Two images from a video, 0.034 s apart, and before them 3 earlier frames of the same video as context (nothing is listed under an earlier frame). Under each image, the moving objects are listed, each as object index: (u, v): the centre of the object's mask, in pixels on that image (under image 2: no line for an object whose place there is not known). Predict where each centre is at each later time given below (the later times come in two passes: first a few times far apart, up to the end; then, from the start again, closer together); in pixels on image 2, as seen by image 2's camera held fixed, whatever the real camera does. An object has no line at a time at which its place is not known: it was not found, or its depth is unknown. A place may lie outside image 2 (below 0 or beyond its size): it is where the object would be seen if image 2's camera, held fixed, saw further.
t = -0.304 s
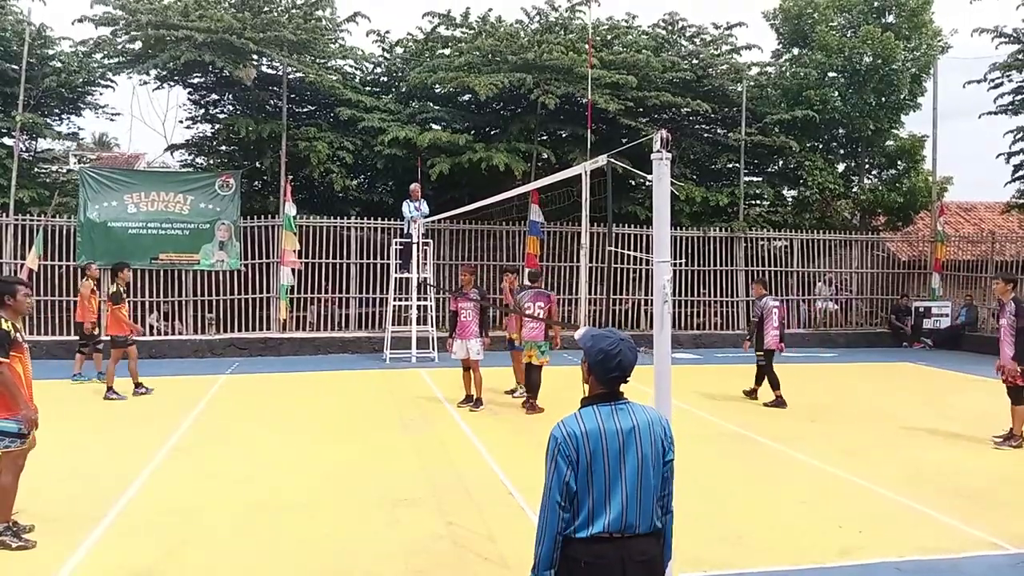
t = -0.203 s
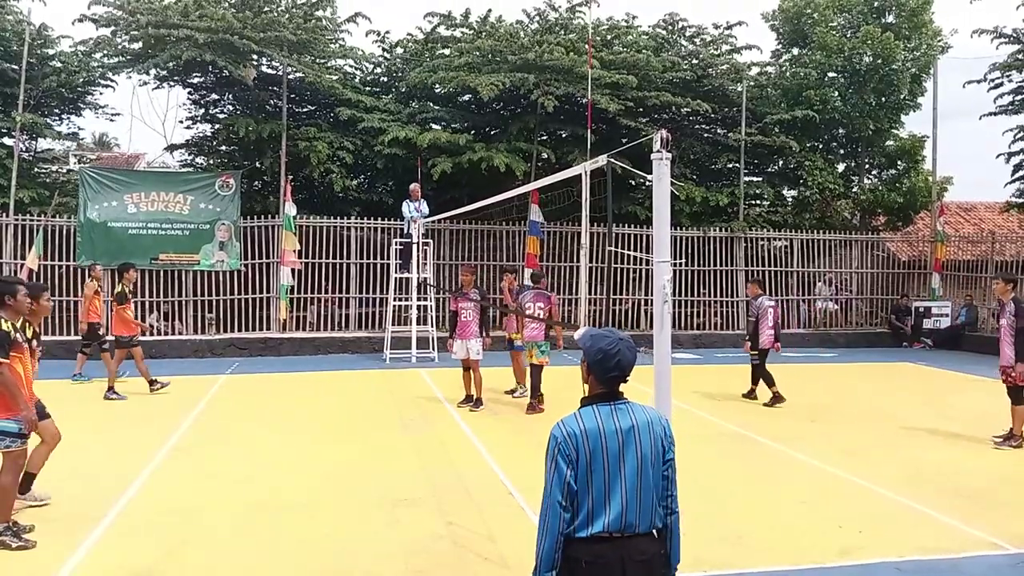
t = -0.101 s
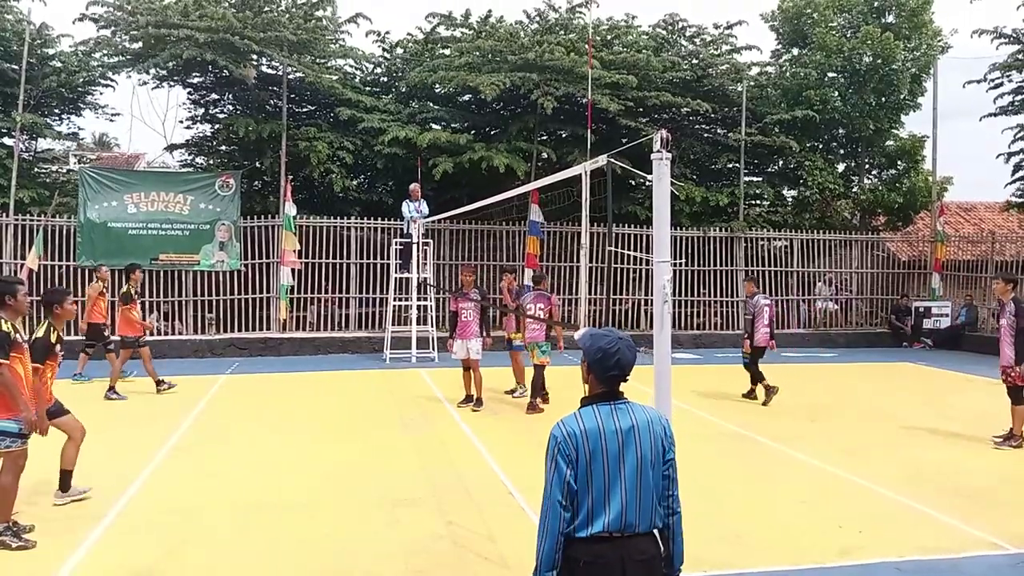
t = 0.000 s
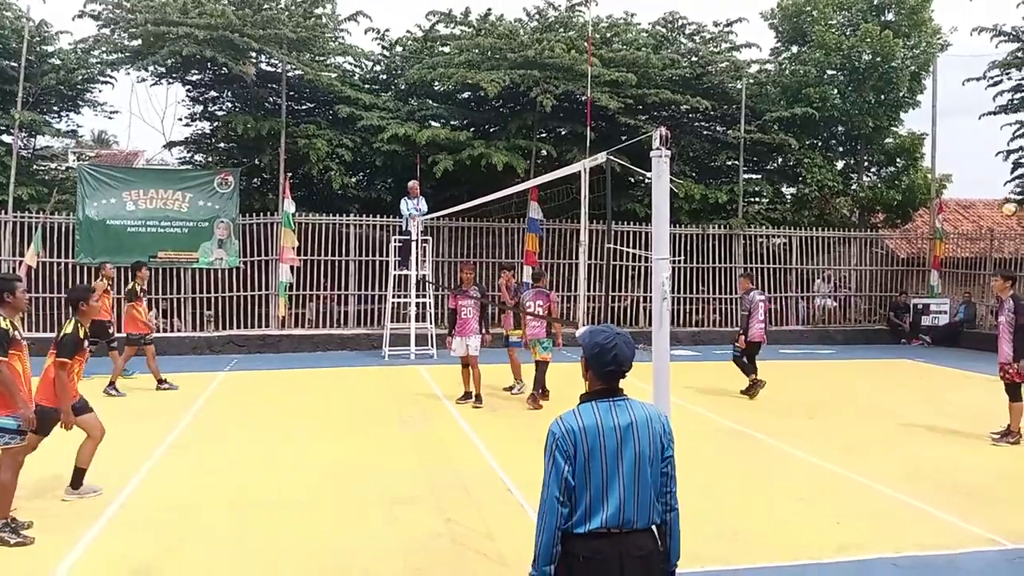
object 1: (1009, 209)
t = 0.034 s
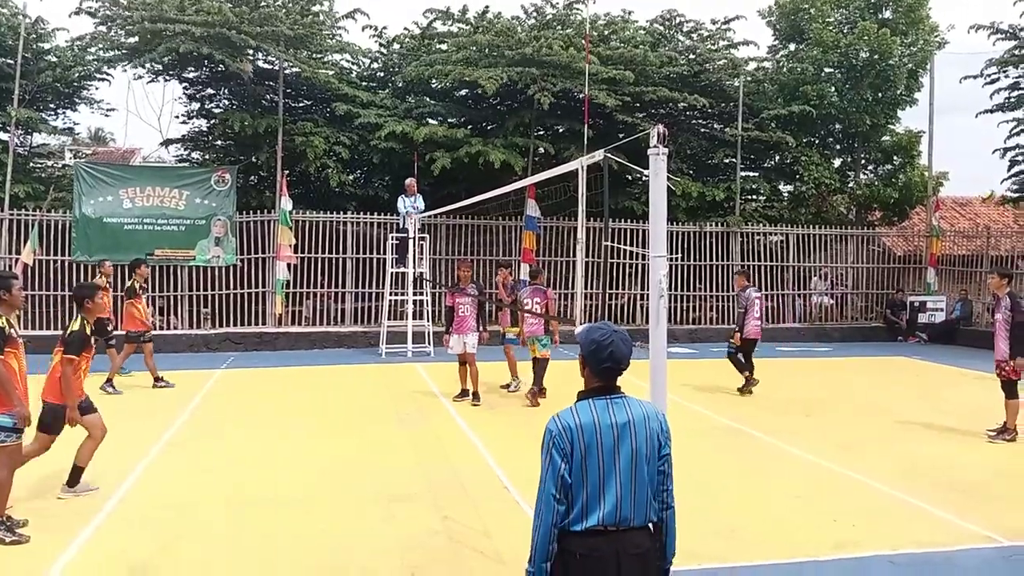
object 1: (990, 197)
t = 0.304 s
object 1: (818, 115)
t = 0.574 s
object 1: (631, 79)
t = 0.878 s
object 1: (403, 106)
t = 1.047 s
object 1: (265, 158)
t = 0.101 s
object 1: (945, 174)
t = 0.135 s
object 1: (928, 163)
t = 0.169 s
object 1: (905, 150)
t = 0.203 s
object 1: (883, 140)
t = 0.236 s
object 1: (862, 131)
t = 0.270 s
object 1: (840, 123)
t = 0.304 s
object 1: (818, 115)
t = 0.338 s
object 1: (796, 107)
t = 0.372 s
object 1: (773, 101)
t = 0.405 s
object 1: (749, 95)
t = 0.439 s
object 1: (727, 91)
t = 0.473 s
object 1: (703, 87)
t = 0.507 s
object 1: (680, 83)
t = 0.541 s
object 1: (655, 80)
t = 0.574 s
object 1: (631, 79)
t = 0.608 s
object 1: (607, 78)
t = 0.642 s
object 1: (583, 78)
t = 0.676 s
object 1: (559, 80)
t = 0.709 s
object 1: (533, 81)
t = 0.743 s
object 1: (507, 84)
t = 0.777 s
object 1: (482, 88)
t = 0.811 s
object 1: (456, 93)
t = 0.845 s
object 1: (430, 99)
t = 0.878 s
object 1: (403, 106)
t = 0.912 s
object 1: (376, 115)
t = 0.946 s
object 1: (349, 124)
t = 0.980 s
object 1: (321, 135)
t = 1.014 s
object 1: (293, 146)
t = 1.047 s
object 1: (265, 158)
